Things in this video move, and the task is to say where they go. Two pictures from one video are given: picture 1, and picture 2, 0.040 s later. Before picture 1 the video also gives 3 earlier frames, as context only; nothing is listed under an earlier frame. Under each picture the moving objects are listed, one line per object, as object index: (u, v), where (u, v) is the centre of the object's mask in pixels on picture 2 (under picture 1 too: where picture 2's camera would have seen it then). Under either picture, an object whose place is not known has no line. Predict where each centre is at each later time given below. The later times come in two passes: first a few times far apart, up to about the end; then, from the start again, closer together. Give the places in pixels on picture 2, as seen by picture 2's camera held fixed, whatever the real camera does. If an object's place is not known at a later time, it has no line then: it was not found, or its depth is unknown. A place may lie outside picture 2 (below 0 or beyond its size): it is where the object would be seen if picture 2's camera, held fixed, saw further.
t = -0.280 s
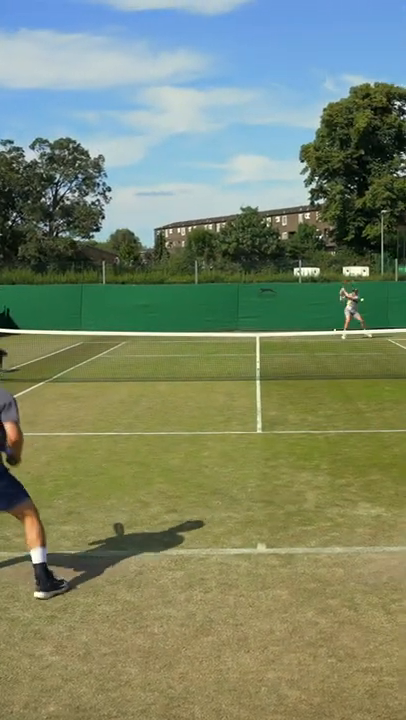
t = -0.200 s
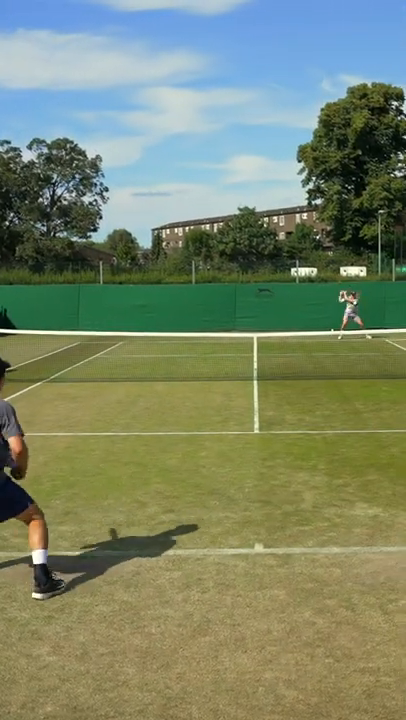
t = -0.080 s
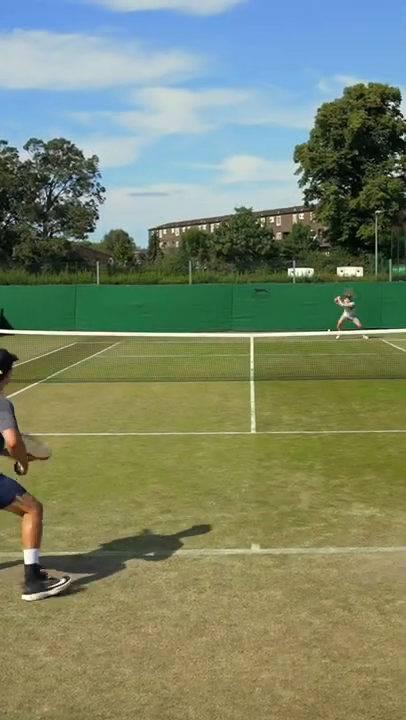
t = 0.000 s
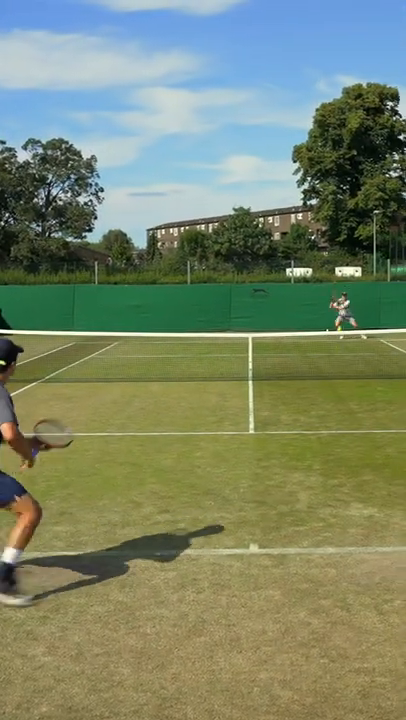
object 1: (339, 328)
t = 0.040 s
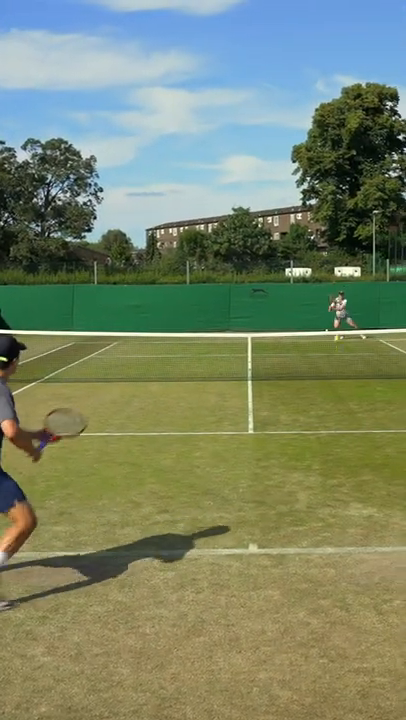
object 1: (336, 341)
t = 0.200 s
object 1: (328, 395)
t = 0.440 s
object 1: (309, 403)
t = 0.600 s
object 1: (291, 407)
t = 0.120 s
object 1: (332, 361)
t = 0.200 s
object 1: (328, 395)
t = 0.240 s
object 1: (326, 417)
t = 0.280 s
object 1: (323, 425)
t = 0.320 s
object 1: (321, 418)
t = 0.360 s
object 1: (317, 412)
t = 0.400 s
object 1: (313, 407)
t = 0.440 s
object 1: (309, 403)
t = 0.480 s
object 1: (305, 401)
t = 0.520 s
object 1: (301, 401)
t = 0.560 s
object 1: (296, 403)
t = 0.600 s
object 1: (291, 407)
